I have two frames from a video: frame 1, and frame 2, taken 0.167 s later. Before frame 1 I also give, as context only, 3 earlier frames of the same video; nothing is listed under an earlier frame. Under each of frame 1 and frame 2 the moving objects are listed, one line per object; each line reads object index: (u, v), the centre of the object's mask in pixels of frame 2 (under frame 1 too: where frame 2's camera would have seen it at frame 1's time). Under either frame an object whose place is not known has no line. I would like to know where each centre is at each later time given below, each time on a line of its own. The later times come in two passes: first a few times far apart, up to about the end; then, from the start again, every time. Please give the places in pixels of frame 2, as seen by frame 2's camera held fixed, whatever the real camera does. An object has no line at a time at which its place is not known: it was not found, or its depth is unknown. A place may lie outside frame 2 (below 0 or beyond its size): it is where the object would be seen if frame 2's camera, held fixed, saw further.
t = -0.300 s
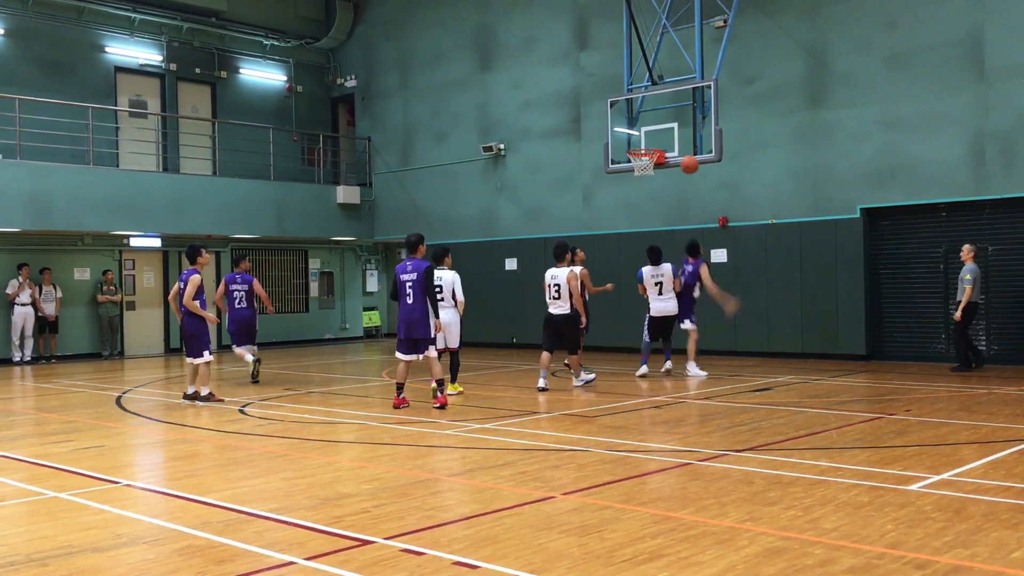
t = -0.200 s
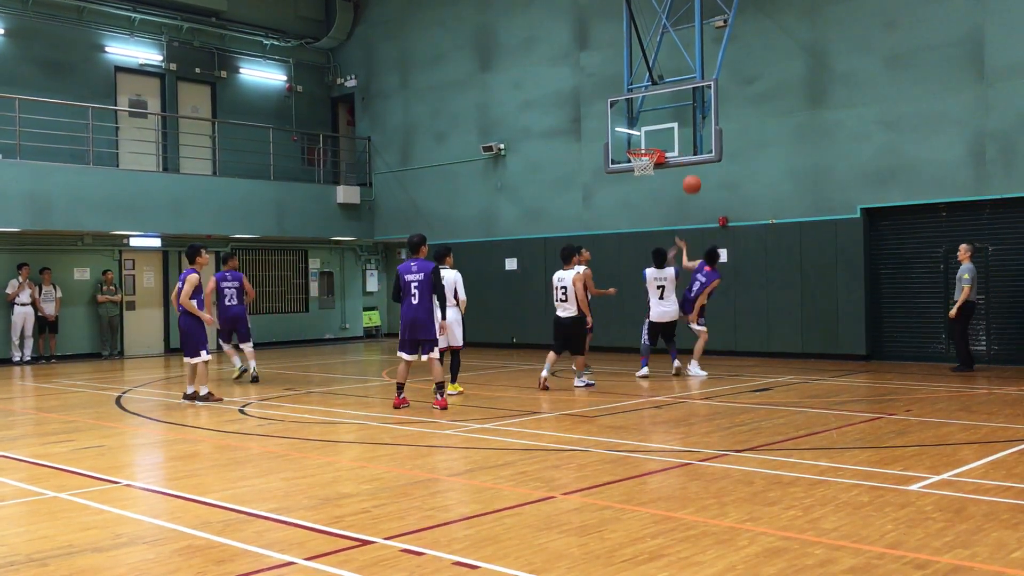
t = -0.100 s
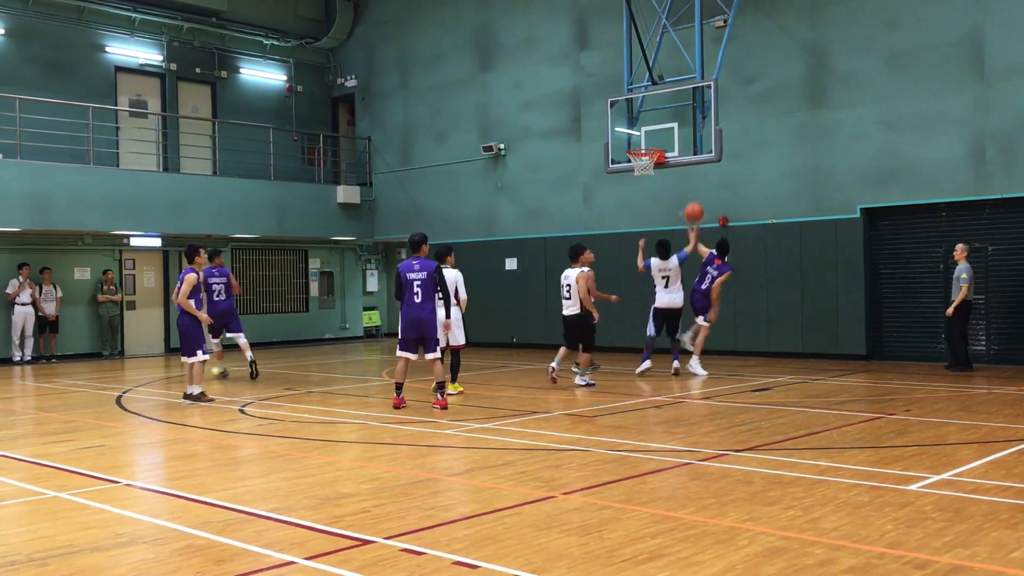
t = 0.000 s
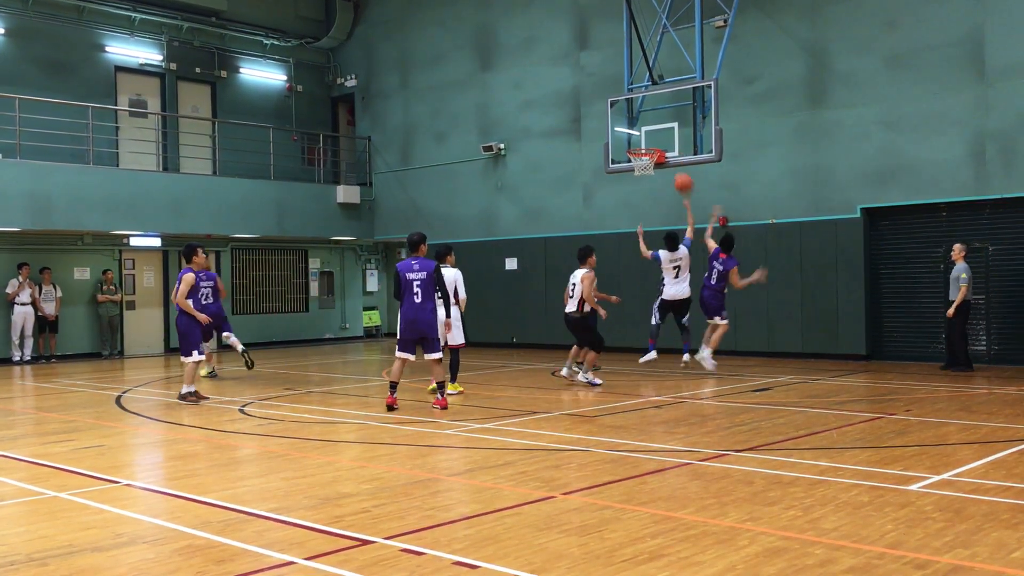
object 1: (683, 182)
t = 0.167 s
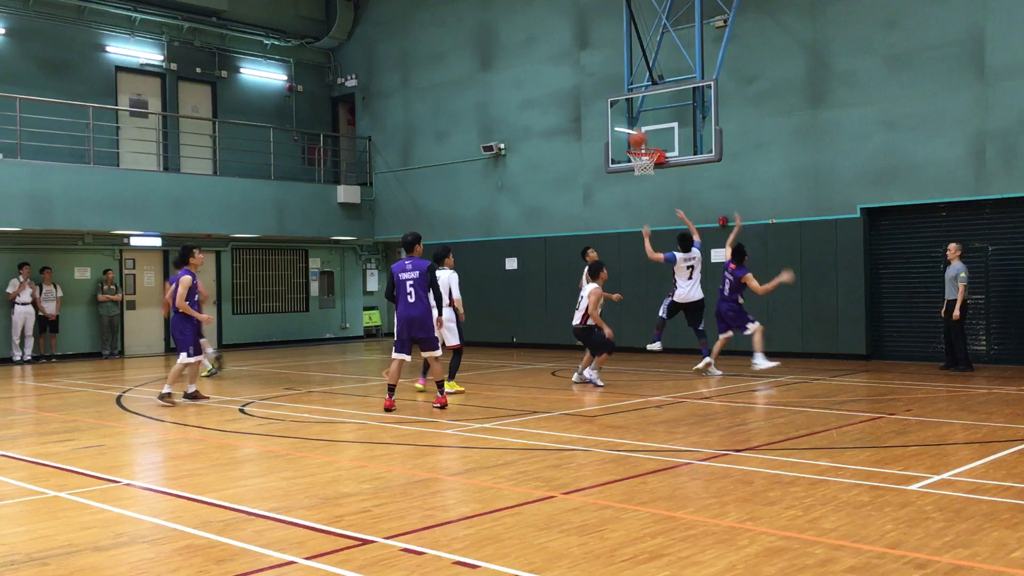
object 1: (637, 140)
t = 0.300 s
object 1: (602, 119)
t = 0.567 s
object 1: (534, 118)
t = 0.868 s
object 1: (461, 177)
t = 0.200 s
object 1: (629, 133)
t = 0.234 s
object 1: (619, 127)
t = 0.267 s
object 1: (611, 123)
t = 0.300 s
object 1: (602, 119)
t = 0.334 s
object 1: (594, 116)
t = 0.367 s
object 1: (585, 114)
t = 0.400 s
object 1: (577, 113)
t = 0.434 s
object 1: (568, 112)
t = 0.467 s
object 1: (559, 113)
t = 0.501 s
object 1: (551, 114)
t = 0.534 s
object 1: (543, 116)
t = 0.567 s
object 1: (534, 118)
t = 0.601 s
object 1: (526, 122)
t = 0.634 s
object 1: (518, 126)
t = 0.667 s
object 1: (510, 131)
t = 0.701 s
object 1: (502, 136)
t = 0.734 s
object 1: (494, 142)
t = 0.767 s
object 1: (485, 150)
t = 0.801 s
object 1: (477, 159)
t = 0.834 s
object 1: (470, 167)
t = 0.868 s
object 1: (461, 177)
